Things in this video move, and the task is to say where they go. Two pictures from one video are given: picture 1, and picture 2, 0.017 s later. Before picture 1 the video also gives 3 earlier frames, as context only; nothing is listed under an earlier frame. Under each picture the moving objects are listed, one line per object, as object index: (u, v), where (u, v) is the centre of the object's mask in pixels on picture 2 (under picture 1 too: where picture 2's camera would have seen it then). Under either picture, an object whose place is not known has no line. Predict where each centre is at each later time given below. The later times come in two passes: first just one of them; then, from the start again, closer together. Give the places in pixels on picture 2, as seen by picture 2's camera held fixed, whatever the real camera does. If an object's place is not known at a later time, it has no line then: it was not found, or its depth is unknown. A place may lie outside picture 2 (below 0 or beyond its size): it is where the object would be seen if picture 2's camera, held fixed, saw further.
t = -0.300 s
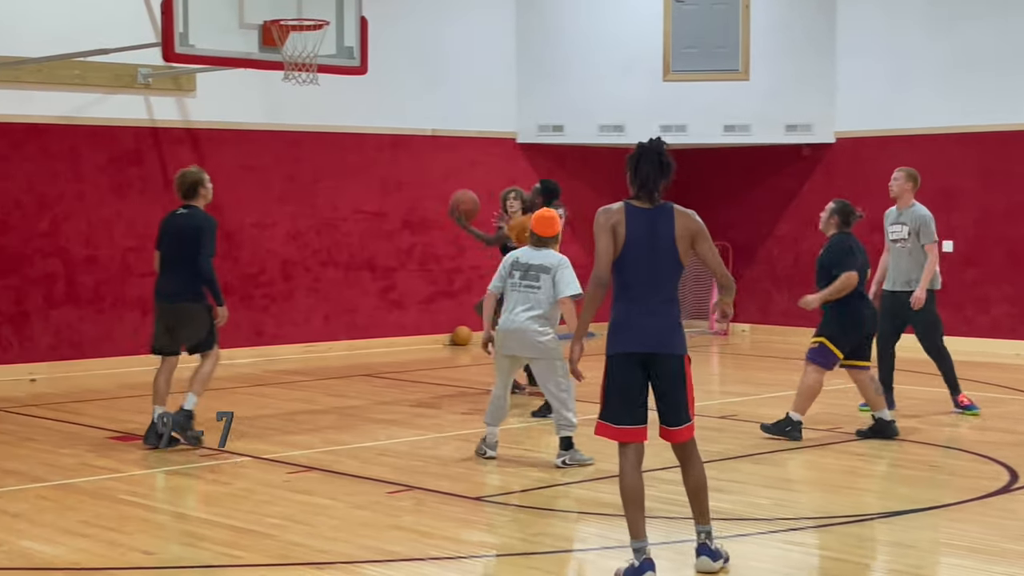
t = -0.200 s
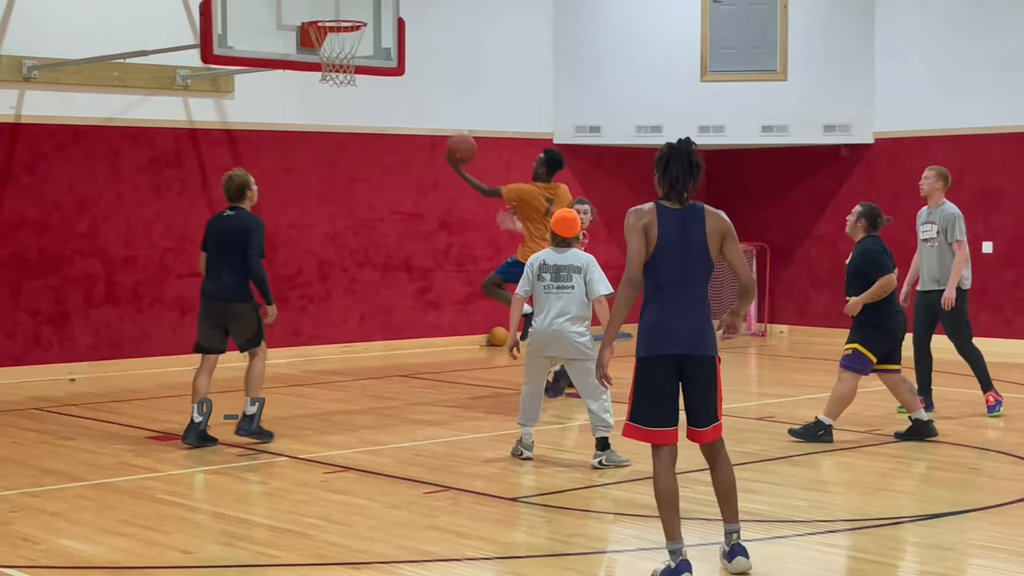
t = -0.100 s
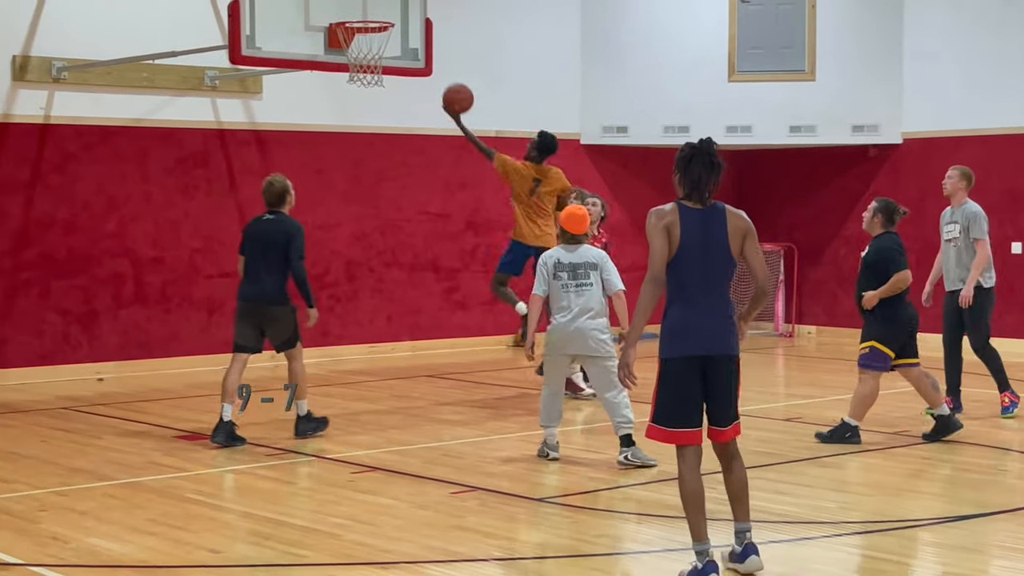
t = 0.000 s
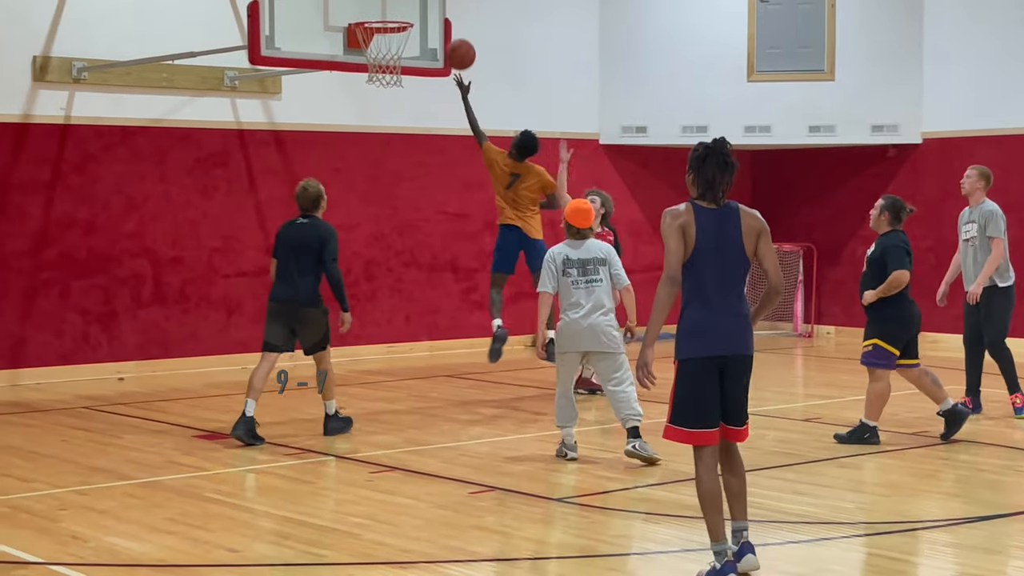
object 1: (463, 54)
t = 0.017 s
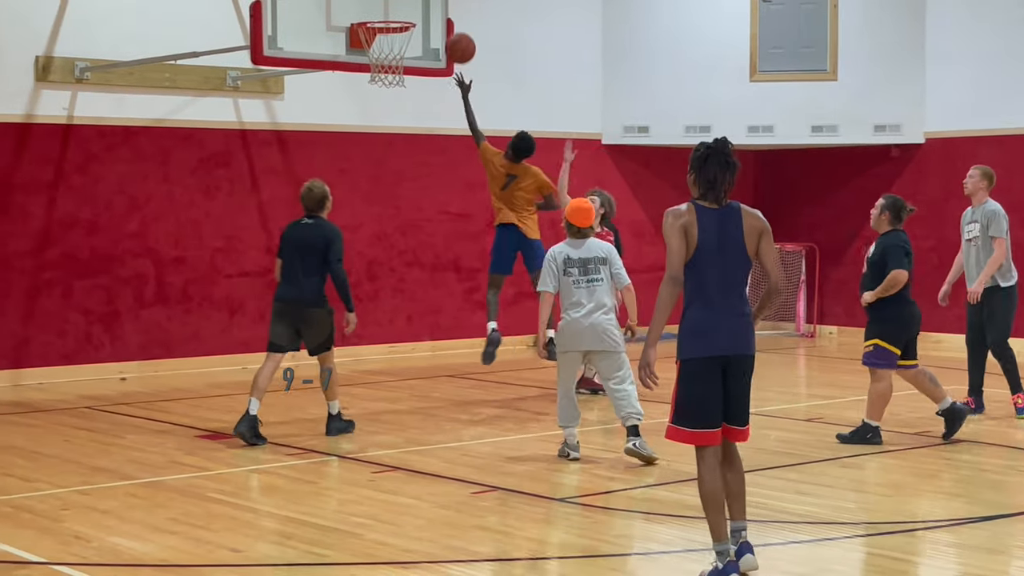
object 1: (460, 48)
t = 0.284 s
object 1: (426, 5)
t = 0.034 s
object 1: (458, 42)
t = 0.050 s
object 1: (455, 36)
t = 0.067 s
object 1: (453, 31)
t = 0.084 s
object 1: (452, 26)
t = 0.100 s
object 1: (449, 22)
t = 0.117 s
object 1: (447, 18)
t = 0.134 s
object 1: (445, 14)
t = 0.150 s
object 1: (443, 12)
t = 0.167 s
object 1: (441, 10)
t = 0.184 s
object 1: (439, 9)
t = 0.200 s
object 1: (436, 8)
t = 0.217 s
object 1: (434, 7)
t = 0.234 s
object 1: (432, 6)
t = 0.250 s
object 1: (430, 5)
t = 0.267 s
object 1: (428, 5)
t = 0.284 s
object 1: (426, 5)
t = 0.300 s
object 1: (424, 5)
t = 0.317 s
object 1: (422, 5)
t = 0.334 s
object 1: (419, 5)
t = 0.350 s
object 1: (417, 6)
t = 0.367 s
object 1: (415, 6)
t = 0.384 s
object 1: (413, 7)
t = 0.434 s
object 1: (406, 9)
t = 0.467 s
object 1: (401, 10)
